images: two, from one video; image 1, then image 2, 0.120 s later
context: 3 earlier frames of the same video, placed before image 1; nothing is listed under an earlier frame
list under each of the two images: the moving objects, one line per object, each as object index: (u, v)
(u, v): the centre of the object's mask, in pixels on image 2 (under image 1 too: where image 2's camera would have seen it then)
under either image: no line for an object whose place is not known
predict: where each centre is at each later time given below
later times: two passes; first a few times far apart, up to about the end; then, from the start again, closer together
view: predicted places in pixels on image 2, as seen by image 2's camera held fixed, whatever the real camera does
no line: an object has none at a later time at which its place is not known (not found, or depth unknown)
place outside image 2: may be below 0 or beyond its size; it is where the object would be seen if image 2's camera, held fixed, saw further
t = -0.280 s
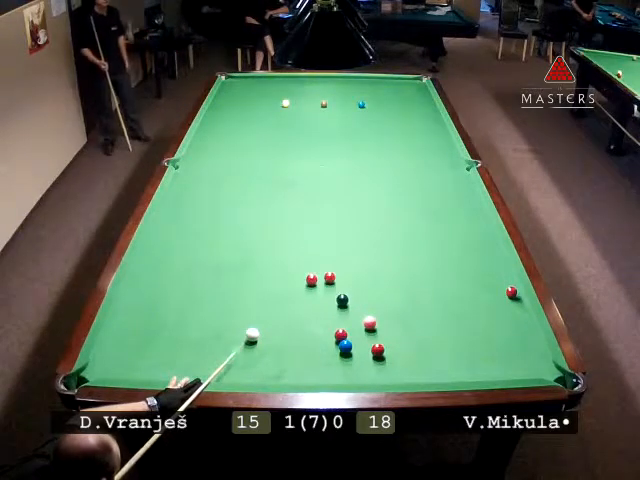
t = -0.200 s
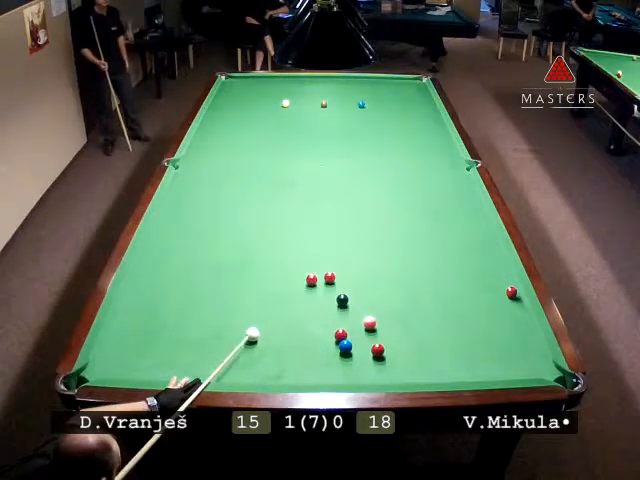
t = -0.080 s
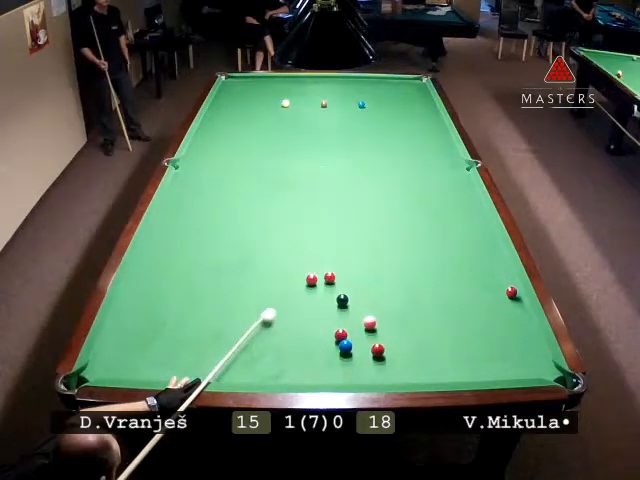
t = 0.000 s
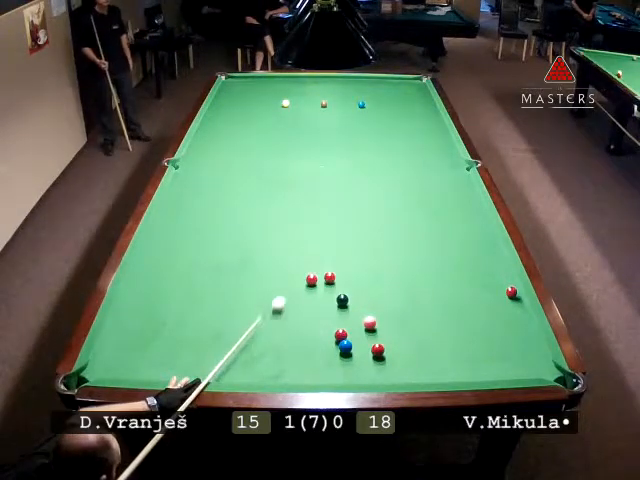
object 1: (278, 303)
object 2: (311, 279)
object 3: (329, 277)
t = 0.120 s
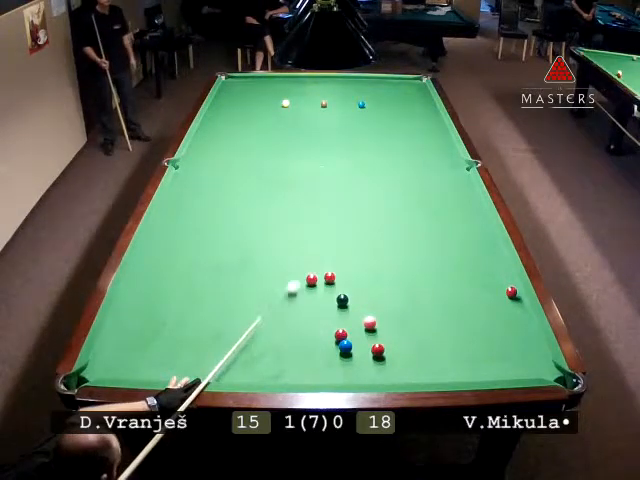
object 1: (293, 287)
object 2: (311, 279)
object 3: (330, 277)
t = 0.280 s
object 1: (299, 268)
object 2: (318, 279)
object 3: (332, 277)
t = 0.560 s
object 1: (301, 241)
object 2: (321, 278)
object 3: (344, 276)
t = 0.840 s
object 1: (304, 217)
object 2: (322, 278)
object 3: (354, 276)
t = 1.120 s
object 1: (306, 198)
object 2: (322, 278)
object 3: (362, 275)
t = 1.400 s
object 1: (308, 181)
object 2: (322, 278)
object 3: (368, 274)
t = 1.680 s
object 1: (309, 166)
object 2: (322, 278)
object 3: (373, 274)
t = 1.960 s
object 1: (310, 154)
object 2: (322, 278)
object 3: (374, 273)
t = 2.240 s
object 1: (311, 143)
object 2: (322, 278)
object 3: (374, 273)
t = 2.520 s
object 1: (313, 133)
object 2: (322, 277)
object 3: (375, 273)
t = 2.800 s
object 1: (314, 124)
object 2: (322, 277)
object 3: (375, 273)
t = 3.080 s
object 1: (315, 117)
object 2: (322, 278)
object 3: (375, 273)
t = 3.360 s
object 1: (315, 111)
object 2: (322, 278)
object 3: (375, 273)
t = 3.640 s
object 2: (322, 278)
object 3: (375, 273)
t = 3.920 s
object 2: (322, 277)
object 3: (375, 273)
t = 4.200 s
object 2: (322, 278)
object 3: (375, 273)
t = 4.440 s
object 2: (322, 277)
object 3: (375, 273)
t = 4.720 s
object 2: (322, 277)
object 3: (375, 273)
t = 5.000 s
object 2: (322, 278)
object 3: (375, 273)
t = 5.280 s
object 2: (322, 278)
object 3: (375, 273)
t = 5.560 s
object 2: (322, 278)
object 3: (375, 273)
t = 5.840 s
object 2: (322, 277)
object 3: (375, 273)
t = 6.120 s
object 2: (322, 277)
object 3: (375, 273)
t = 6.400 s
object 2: (322, 278)
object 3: (375, 273)
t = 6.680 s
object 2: (322, 277)
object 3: (375, 273)
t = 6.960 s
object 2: (322, 278)
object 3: (375, 273)
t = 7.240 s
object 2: (322, 278)
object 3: (375, 273)
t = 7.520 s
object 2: (322, 278)
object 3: (375, 273)
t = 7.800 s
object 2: (322, 278)
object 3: (375, 273)
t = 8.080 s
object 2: (322, 277)
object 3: (375, 273)
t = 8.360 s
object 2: (322, 277)
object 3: (375, 273)
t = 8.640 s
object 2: (322, 278)
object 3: (375, 273)
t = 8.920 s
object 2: (322, 278)
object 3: (375, 273)
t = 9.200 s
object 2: (322, 278)
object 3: (375, 273)
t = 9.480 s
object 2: (322, 278)
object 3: (375, 273)
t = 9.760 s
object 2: (322, 278)
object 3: (375, 273)
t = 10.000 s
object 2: (322, 278)
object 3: (375, 273)
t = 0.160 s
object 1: (297, 282)
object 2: (311, 279)
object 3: (330, 277)
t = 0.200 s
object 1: (299, 277)
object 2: (313, 279)
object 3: (330, 277)
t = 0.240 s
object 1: (299, 273)
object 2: (316, 279)
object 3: (330, 277)
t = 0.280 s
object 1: (299, 268)
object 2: (318, 279)
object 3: (332, 277)
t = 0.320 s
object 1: (300, 264)
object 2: (318, 278)
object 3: (334, 277)
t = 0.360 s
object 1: (300, 260)
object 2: (319, 278)
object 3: (336, 277)
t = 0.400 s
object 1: (300, 256)
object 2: (319, 278)
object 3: (337, 277)
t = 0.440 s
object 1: (300, 252)
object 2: (320, 278)
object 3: (339, 277)
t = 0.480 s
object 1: (301, 248)
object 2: (320, 278)
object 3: (341, 277)
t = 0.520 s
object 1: (301, 244)
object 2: (321, 278)
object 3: (342, 277)
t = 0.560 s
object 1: (301, 241)
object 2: (321, 278)
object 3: (344, 276)
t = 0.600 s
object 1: (302, 237)
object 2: (321, 278)
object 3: (346, 276)
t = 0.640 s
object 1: (302, 234)
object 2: (321, 278)
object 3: (347, 276)
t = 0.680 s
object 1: (302, 230)
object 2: (321, 278)
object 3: (349, 276)
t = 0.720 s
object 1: (303, 227)
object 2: (322, 278)
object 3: (350, 276)
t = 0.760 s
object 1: (303, 224)
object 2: (322, 278)
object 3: (351, 276)
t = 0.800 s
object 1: (304, 220)
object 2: (322, 278)
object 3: (353, 276)
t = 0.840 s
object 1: (304, 217)
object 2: (322, 278)
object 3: (354, 276)
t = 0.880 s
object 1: (304, 215)
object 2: (322, 278)
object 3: (356, 275)
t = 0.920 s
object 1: (304, 211)
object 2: (322, 278)
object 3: (357, 275)
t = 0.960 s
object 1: (304, 208)
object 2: (322, 277)
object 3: (358, 275)
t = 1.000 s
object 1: (305, 206)
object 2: (322, 277)
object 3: (359, 275)
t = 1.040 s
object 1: (305, 203)
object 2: (323, 277)
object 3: (360, 275)
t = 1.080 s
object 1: (305, 200)
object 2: (322, 278)
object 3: (361, 275)
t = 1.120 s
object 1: (306, 198)
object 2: (322, 278)
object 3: (362, 275)
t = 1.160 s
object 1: (306, 196)
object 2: (322, 278)
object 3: (363, 274)
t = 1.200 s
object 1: (306, 193)
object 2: (322, 278)
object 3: (364, 274)
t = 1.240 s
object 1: (307, 190)
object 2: (322, 278)
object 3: (365, 274)
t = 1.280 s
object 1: (307, 188)
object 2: (322, 278)
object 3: (366, 274)
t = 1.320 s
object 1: (307, 185)
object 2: (322, 278)
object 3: (367, 274)
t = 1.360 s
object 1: (307, 183)
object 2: (322, 278)
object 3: (368, 274)
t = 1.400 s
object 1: (308, 181)
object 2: (322, 278)
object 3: (368, 274)
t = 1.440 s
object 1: (308, 179)
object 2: (322, 278)
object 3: (369, 274)
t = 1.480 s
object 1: (308, 176)
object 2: (322, 278)
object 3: (370, 274)
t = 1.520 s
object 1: (308, 174)
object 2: (322, 278)
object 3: (371, 274)
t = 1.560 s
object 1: (308, 172)
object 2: (322, 278)
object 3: (371, 274)
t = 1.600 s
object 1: (309, 170)
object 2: (322, 278)
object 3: (372, 274)
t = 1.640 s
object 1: (309, 168)
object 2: (322, 278)
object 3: (372, 274)
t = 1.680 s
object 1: (309, 166)
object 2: (322, 278)
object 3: (373, 274)
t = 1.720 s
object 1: (309, 165)
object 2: (322, 278)
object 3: (373, 273)
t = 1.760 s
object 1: (309, 163)
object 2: (322, 278)
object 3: (373, 273)
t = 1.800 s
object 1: (310, 161)
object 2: (322, 278)
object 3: (374, 273)
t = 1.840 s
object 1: (310, 160)
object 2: (322, 278)
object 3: (374, 273)
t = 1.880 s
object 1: (310, 157)
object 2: (322, 278)
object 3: (374, 273)
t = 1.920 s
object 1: (310, 156)
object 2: (322, 278)
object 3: (374, 273)
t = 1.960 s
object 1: (310, 154)
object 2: (322, 278)
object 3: (374, 273)
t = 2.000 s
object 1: (311, 152)
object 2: (322, 278)
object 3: (374, 273)
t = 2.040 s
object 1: (311, 151)
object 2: (322, 278)
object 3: (374, 273)
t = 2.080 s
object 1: (311, 149)
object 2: (322, 278)
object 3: (374, 273)
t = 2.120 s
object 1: (311, 147)
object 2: (322, 278)
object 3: (374, 273)
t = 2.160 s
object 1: (311, 146)
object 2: (322, 278)
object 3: (374, 273)
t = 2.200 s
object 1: (312, 144)
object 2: (322, 278)
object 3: (374, 273)
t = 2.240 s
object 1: (311, 143)
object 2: (322, 278)
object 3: (374, 273)
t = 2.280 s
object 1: (312, 141)
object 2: (322, 278)
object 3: (374, 273)
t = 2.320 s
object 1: (312, 140)
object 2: (322, 278)
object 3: (374, 273)
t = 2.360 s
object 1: (312, 138)
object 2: (322, 278)
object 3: (374, 273)
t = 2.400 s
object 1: (312, 137)
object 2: (322, 277)
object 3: (375, 273)
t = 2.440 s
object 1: (313, 136)
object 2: (322, 277)
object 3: (375, 273)
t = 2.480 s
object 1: (313, 135)
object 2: (322, 277)
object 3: (375, 273)
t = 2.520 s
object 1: (313, 133)
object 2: (322, 277)
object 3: (375, 273)
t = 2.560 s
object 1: (313, 132)
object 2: (322, 277)
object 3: (375, 273)
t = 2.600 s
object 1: (313, 131)
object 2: (322, 277)
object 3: (375, 273)
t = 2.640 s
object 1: (313, 129)
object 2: (322, 277)
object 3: (375, 273)
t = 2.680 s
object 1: (314, 129)
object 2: (322, 277)
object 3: (375, 273)
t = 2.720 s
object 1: (314, 126)
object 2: (322, 277)
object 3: (375, 273)
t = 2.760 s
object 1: (314, 126)
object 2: (322, 277)
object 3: (375, 273)
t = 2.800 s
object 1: (314, 124)
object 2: (322, 277)
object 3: (375, 273)
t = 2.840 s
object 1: (314, 123)
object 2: (322, 277)
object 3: (375, 273)
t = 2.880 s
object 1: (314, 122)
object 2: (322, 277)
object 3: (375, 273)
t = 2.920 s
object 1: (314, 121)
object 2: (322, 277)
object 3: (375, 273)
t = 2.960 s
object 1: (315, 120)
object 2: (322, 277)
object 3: (375, 273)
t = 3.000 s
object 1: (315, 119)
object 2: (322, 277)
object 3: (375, 274)
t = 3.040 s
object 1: (315, 118)
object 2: (322, 278)
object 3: (375, 273)
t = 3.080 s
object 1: (315, 117)
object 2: (322, 278)
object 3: (375, 273)
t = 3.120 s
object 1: (315, 116)
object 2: (322, 278)
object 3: (375, 273)
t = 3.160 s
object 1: (315, 115)
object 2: (322, 278)
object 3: (375, 273)
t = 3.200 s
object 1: (315, 114)
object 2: (322, 278)
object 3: (375, 273)
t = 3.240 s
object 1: (315, 113)
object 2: (322, 278)
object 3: (375, 273)
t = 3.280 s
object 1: (315, 112)
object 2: (322, 278)
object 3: (375, 273)
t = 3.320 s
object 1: (315, 112)
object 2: (322, 278)
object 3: (375, 273)
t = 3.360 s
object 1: (315, 111)
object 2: (322, 278)
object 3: (375, 273)
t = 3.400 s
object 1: (316, 109)
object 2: (322, 278)
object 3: (375, 273)
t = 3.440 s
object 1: (316, 108)
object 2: (322, 278)
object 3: (375, 273)
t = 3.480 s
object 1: (316, 108)
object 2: (322, 278)
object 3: (375, 273)
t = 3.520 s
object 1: (316, 107)
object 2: (322, 278)
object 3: (375, 273)
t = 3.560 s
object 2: (322, 278)
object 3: (375, 273)
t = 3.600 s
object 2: (322, 278)
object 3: (375, 273)
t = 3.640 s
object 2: (322, 278)
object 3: (375, 273)
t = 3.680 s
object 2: (322, 277)
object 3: (375, 273)
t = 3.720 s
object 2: (322, 278)
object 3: (375, 273)
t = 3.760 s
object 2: (322, 278)
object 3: (375, 273)
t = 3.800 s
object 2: (322, 277)
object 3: (375, 273)
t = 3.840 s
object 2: (322, 277)
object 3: (375, 273)
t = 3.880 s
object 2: (322, 277)
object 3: (375, 273)
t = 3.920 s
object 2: (322, 277)
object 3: (375, 273)
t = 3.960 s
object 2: (322, 277)
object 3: (375, 273)
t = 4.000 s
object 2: (322, 278)
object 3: (375, 273)
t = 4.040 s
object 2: (322, 278)
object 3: (375, 273)
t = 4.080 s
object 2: (322, 277)
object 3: (375, 273)
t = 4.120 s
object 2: (322, 277)
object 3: (375, 273)
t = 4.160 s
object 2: (322, 278)
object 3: (375, 273)
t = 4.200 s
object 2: (322, 278)
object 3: (375, 273)
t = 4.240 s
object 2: (322, 278)
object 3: (375, 273)
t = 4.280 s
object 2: (322, 278)
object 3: (375, 273)
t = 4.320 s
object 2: (322, 277)
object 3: (375, 273)
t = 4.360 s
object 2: (322, 277)
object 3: (375, 273)
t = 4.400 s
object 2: (322, 277)
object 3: (375, 273)
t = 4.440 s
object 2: (322, 277)
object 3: (375, 273)
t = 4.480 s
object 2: (322, 277)
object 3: (375, 273)
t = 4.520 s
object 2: (322, 277)
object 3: (375, 273)
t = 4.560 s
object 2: (322, 277)
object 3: (375, 273)
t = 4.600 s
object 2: (322, 277)
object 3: (375, 273)
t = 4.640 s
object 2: (322, 277)
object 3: (375, 273)
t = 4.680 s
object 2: (322, 277)
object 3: (375, 273)
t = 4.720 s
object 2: (322, 277)
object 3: (375, 273)
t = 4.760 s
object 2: (322, 277)
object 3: (375, 273)
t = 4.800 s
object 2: (322, 278)
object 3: (375, 273)
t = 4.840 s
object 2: (322, 277)
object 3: (375, 273)
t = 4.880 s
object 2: (322, 278)
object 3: (375, 273)
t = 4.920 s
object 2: (322, 278)
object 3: (375, 273)
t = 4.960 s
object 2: (322, 278)
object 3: (375, 273)
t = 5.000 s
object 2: (322, 278)
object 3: (375, 273)
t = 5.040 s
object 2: (322, 278)
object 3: (375, 273)
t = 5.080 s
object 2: (322, 278)
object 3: (375, 273)
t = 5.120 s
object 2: (322, 278)
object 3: (375, 273)
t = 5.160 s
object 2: (322, 278)
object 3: (375, 273)
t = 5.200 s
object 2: (322, 278)
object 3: (375, 273)
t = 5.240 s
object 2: (322, 278)
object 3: (375, 273)
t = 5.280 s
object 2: (322, 278)
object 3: (375, 273)
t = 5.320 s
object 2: (322, 278)
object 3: (375, 273)
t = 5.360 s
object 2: (322, 278)
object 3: (375, 273)
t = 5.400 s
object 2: (322, 278)
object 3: (375, 273)
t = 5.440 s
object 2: (322, 278)
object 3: (375, 273)
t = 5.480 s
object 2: (322, 278)
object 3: (375, 273)
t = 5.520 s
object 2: (322, 278)
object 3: (375, 273)
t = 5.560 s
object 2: (322, 278)
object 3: (375, 273)
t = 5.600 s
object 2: (322, 277)
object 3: (375, 273)
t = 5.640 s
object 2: (322, 277)
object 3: (375, 273)
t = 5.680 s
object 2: (322, 277)
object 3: (375, 273)
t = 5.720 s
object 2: (322, 277)
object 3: (375, 273)
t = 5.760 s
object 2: (322, 277)
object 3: (375, 273)
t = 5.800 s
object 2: (322, 277)
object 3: (375, 273)
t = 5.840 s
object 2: (322, 277)
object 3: (375, 273)
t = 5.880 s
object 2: (322, 277)
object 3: (375, 273)
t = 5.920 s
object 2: (322, 277)
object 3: (375, 273)
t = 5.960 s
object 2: (322, 277)
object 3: (375, 273)
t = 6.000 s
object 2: (322, 277)
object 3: (375, 273)
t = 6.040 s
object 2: (322, 277)
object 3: (375, 273)
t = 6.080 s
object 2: (322, 277)
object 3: (375, 273)
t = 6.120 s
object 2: (322, 277)
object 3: (375, 273)
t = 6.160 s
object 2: (322, 277)
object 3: (375, 273)
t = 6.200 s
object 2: (322, 277)
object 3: (375, 273)
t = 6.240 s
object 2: (322, 278)
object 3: (375, 273)
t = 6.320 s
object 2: (322, 278)
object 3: (375, 273)
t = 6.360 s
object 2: (322, 278)
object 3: (375, 273)
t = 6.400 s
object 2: (322, 278)
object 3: (375, 273)
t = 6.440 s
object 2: (322, 278)
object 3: (375, 273)
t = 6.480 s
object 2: (322, 278)
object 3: (375, 273)
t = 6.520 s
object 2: (322, 278)
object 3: (375, 273)
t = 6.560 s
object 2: (322, 278)
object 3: (375, 273)
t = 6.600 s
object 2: (322, 278)
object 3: (375, 273)
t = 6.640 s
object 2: (322, 278)
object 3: (375, 273)
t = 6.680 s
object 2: (322, 277)
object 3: (375, 273)
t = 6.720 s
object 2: (322, 278)
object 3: (375, 273)
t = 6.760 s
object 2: (322, 278)
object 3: (375, 273)
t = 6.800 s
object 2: (322, 278)
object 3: (375, 273)
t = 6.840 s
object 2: (322, 278)
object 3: (375, 273)
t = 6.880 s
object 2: (322, 278)
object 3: (375, 273)
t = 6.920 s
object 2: (322, 278)
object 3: (375, 273)
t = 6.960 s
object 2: (322, 278)
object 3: (375, 273)
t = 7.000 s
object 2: (322, 278)
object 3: (375, 273)
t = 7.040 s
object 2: (322, 278)
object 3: (375, 273)
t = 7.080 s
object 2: (322, 278)
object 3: (375, 273)
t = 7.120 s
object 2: (322, 278)
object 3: (375, 273)
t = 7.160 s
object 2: (322, 278)
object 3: (375, 273)
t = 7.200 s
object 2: (322, 278)
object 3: (375, 273)
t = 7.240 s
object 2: (322, 278)
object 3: (375, 273)
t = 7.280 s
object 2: (322, 278)
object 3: (375, 273)
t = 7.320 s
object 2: (322, 278)
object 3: (375, 273)
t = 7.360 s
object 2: (322, 278)
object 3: (375, 273)
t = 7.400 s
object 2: (322, 278)
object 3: (375, 273)
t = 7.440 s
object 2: (322, 278)
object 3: (375, 273)
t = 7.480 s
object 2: (322, 278)
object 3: (375, 273)
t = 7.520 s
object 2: (322, 278)
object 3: (375, 273)
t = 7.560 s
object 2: (322, 278)
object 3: (375, 273)
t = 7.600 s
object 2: (322, 278)
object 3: (375, 273)
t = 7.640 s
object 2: (322, 278)
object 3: (375, 273)
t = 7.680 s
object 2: (322, 278)
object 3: (375, 273)
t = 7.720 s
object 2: (322, 278)
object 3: (375, 273)
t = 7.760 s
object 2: (322, 278)
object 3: (375, 273)
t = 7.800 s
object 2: (322, 278)
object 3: (375, 273)
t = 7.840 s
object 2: (322, 278)
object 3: (375, 273)
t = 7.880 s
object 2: (322, 278)
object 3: (375, 273)
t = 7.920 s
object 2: (322, 278)
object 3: (375, 273)
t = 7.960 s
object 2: (322, 278)
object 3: (375, 273)
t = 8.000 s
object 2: (322, 277)
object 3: (375, 273)
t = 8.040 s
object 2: (322, 277)
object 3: (375, 273)
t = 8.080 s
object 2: (322, 277)
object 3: (375, 273)
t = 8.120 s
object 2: (322, 278)
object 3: (375, 273)
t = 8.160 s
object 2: (322, 278)
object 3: (375, 273)
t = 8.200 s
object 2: (322, 278)
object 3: (375, 273)
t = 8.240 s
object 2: (322, 278)
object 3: (375, 273)
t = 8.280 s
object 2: (322, 278)
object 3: (375, 273)
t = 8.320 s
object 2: (322, 278)
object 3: (375, 273)
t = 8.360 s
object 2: (322, 277)
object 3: (375, 273)
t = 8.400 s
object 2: (322, 278)
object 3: (375, 273)
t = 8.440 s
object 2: (322, 278)
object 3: (375, 273)
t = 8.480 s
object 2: (322, 278)
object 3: (375, 273)
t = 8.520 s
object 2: (322, 278)
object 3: (375, 273)
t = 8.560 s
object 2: (322, 278)
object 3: (375, 273)
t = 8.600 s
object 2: (322, 278)
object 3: (375, 273)
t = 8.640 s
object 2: (322, 278)
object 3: (375, 273)
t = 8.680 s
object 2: (322, 278)
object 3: (375, 273)
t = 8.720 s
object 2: (322, 278)
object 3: (375, 273)
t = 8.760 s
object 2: (322, 278)
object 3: (375, 273)
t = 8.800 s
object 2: (322, 278)
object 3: (375, 273)
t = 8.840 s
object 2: (322, 278)
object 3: (375, 273)
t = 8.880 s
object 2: (322, 278)
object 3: (375, 273)
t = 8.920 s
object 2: (322, 278)
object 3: (375, 273)
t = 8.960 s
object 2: (322, 278)
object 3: (375, 273)
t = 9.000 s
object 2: (322, 278)
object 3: (375, 273)
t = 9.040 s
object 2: (322, 278)
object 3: (375, 273)
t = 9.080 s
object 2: (322, 278)
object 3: (375, 273)
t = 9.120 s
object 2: (322, 278)
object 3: (375, 273)
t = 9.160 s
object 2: (322, 278)
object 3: (375, 273)
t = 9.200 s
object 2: (322, 278)
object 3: (375, 273)
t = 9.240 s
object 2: (322, 278)
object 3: (375, 273)
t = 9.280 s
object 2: (322, 278)
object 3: (375, 273)
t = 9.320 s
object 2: (322, 278)
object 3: (375, 273)
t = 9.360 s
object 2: (322, 278)
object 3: (375, 273)
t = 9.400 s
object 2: (322, 278)
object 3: (375, 273)
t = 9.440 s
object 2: (322, 278)
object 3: (375, 273)
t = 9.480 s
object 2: (322, 278)
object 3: (375, 273)
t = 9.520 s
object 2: (322, 278)
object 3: (375, 273)
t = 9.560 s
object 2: (322, 278)
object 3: (375, 273)
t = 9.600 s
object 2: (322, 278)
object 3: (375, 273)
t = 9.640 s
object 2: (322, 277)
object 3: (375, 273)
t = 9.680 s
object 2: (322, 278)
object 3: (375, 273)
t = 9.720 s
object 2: (322, 278)
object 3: (375, 273)
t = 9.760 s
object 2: (322, 278)
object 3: (375, 273)
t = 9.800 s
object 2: (322, 278)
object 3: (375, 273)
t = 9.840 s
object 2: (322, 278)
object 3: (375, 273)
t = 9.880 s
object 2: (322, 278)
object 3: (375, 273)
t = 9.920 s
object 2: (322, 278)
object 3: (375, 273)
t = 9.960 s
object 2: (322, 278)
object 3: (375, 273)
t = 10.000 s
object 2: (322, 278)
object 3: (375, 273)
